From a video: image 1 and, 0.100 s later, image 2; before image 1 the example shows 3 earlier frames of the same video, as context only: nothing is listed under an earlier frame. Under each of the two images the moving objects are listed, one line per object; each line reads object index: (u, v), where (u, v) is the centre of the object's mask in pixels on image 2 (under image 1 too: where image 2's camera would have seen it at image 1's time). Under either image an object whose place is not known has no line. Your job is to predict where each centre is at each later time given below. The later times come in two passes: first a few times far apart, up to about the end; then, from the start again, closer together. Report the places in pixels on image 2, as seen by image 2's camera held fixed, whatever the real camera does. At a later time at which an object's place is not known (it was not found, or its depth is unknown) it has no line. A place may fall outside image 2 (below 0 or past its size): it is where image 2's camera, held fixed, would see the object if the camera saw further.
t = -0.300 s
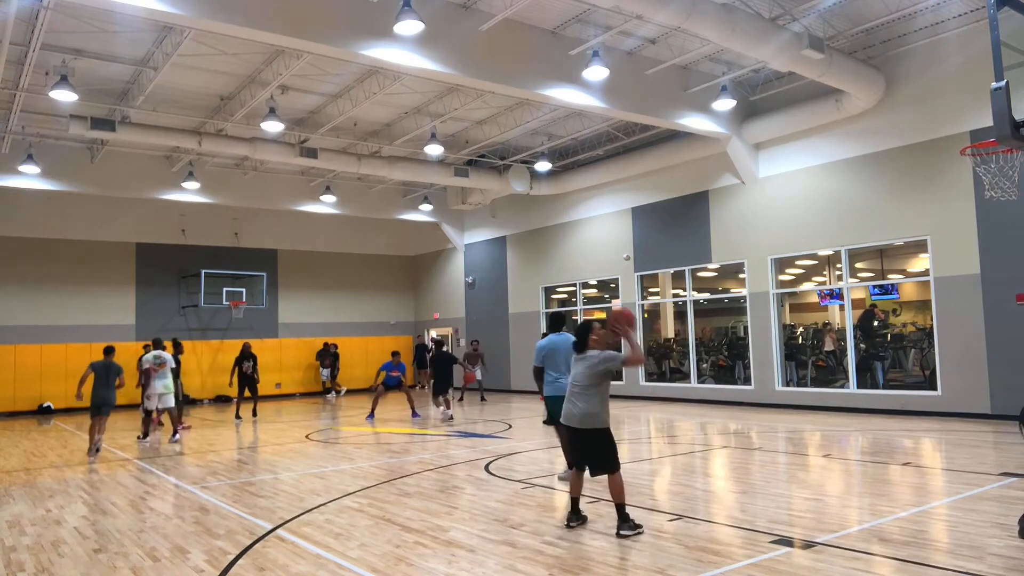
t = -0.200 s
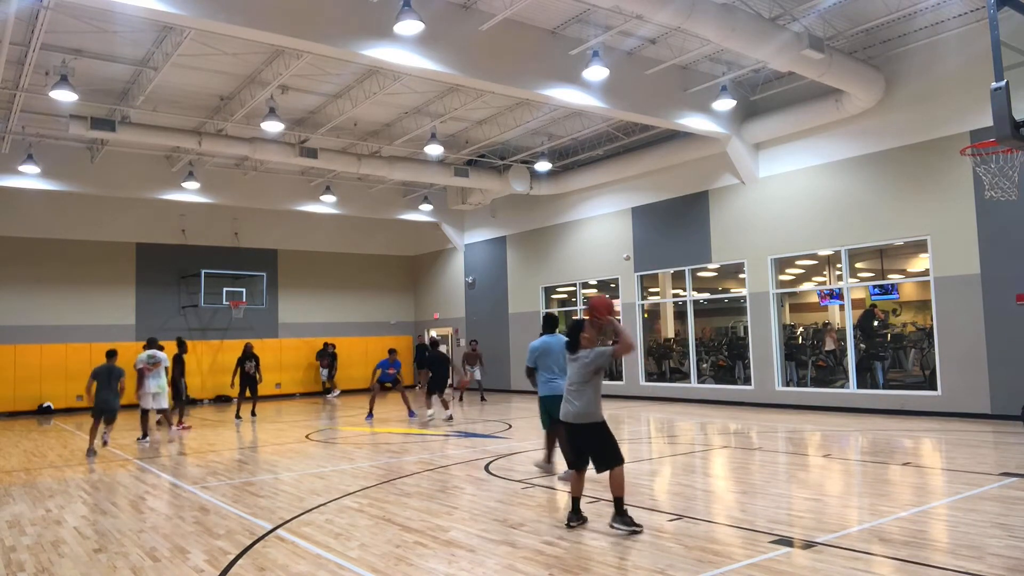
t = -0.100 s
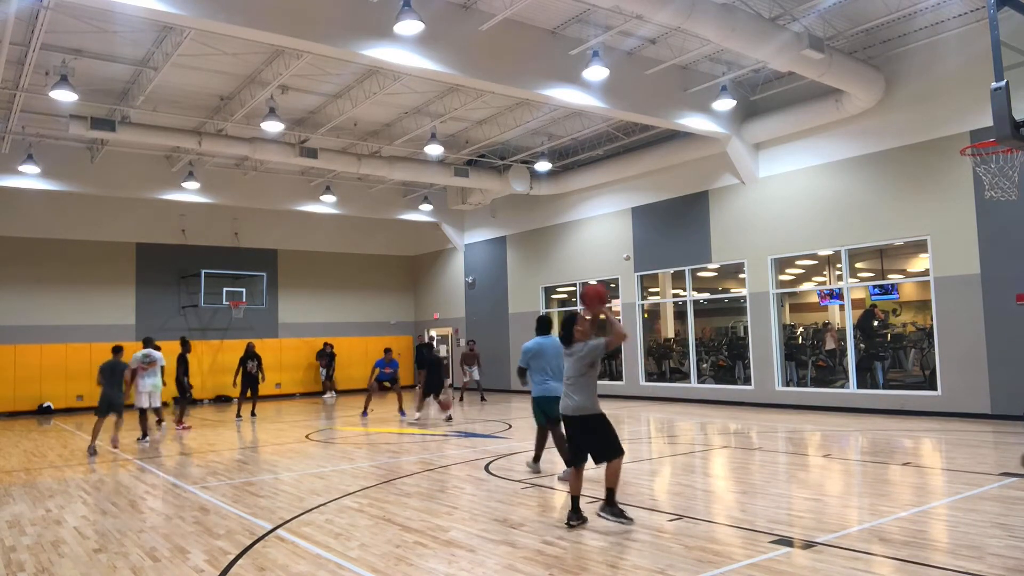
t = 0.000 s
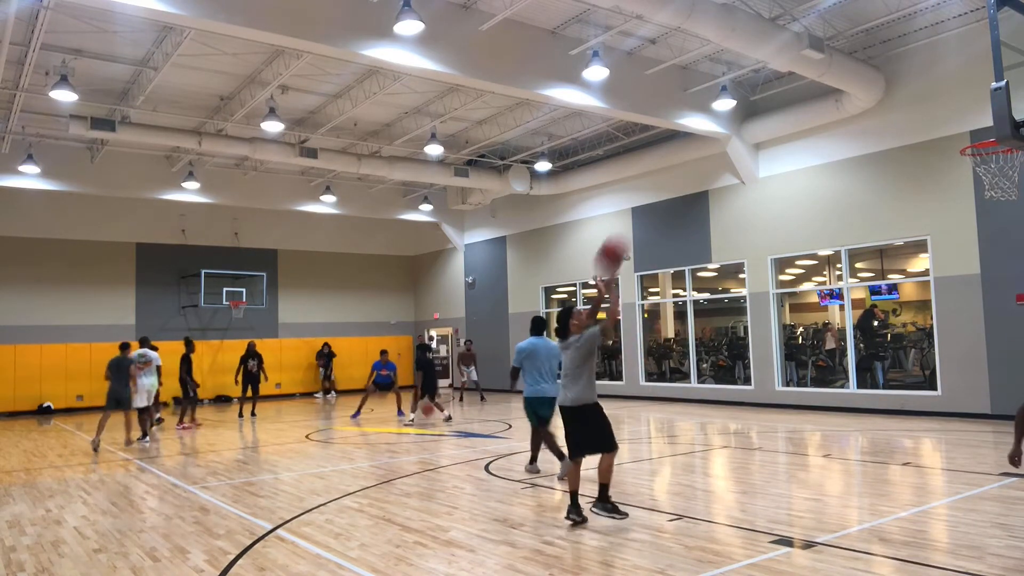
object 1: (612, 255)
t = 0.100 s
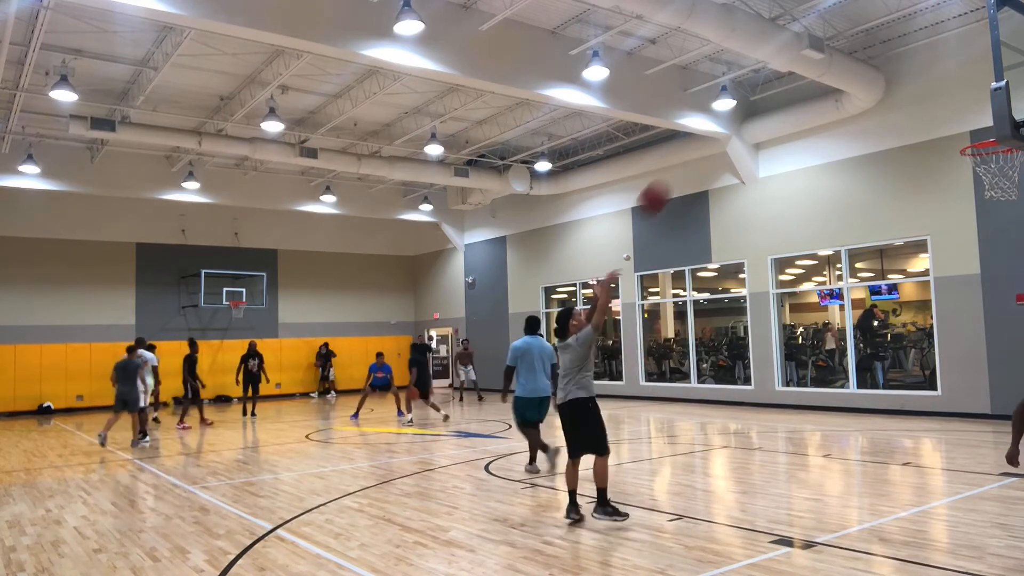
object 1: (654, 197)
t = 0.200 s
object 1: (697, 155)
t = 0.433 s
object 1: (793, 102)
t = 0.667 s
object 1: (890, 112)
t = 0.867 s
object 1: (932, 148)
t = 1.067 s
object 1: (878, 173)
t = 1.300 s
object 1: (827, 243)
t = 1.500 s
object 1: (791, 338)
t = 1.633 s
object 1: (772, 413)
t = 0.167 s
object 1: (683, 167)
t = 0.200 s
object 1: (697, 155)
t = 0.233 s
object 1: (711, 144)
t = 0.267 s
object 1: (726, 133)
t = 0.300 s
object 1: (740, 123)
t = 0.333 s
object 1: (751, 117)
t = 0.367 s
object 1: (767, 110)
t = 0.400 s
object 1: (780, 106)
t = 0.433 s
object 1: (793, 102)
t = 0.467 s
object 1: (808, 100)
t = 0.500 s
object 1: (822, 99)
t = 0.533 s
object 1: (836, 99)
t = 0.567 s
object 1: (849, 101)
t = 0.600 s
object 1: (863, 103)
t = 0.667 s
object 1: (890, 112)
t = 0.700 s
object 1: (904, 118)
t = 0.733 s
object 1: (918, 126)
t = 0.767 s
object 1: (933, 135)
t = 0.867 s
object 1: (932, 148)
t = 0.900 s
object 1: (923, 150)
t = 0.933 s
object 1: (913, 152)
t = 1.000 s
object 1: (895, 161)
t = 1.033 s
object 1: (886, 166)
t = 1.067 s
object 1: (878, 173)
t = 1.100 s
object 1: (870, 180)
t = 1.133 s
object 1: (862, 189)
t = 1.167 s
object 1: (855, 199)
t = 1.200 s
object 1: (847, 209)
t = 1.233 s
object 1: (840, 220)
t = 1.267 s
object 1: (834, 231)
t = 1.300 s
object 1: (827, 243)
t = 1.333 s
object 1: (820, 256)
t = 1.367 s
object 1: (815, 273)
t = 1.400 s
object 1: (807, 290)
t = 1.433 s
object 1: (802, 304)
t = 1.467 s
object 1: (795, 322)
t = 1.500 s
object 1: (791, 338)
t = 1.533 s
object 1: (789, 354)
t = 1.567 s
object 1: (782, 373)
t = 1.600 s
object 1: (776, 394)
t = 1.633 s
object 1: (772, 413)
